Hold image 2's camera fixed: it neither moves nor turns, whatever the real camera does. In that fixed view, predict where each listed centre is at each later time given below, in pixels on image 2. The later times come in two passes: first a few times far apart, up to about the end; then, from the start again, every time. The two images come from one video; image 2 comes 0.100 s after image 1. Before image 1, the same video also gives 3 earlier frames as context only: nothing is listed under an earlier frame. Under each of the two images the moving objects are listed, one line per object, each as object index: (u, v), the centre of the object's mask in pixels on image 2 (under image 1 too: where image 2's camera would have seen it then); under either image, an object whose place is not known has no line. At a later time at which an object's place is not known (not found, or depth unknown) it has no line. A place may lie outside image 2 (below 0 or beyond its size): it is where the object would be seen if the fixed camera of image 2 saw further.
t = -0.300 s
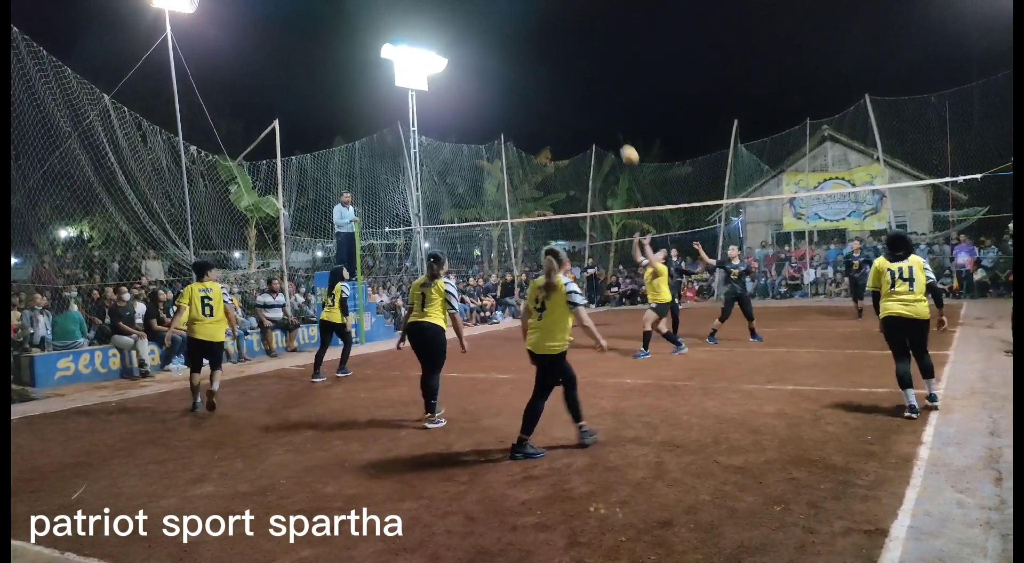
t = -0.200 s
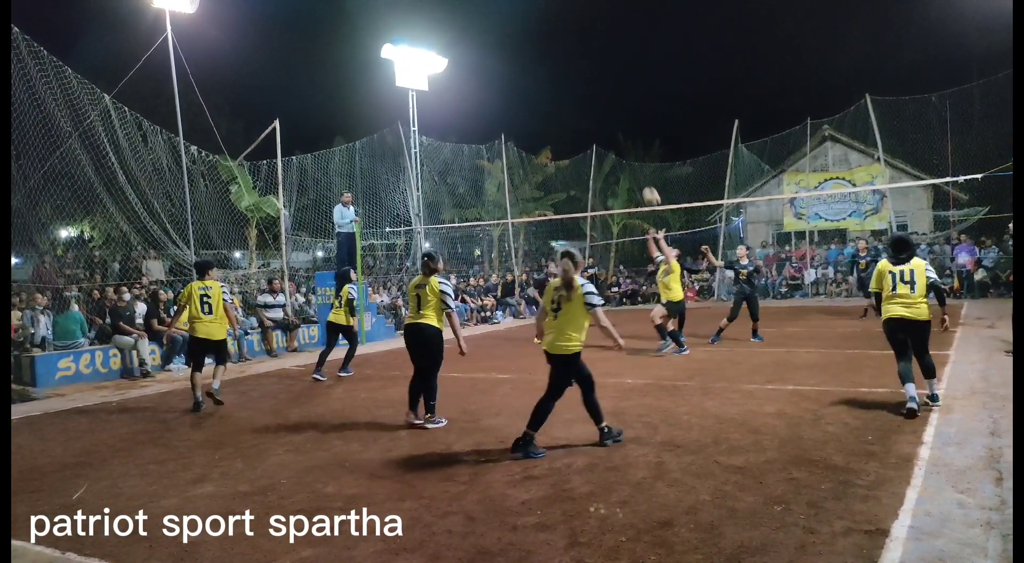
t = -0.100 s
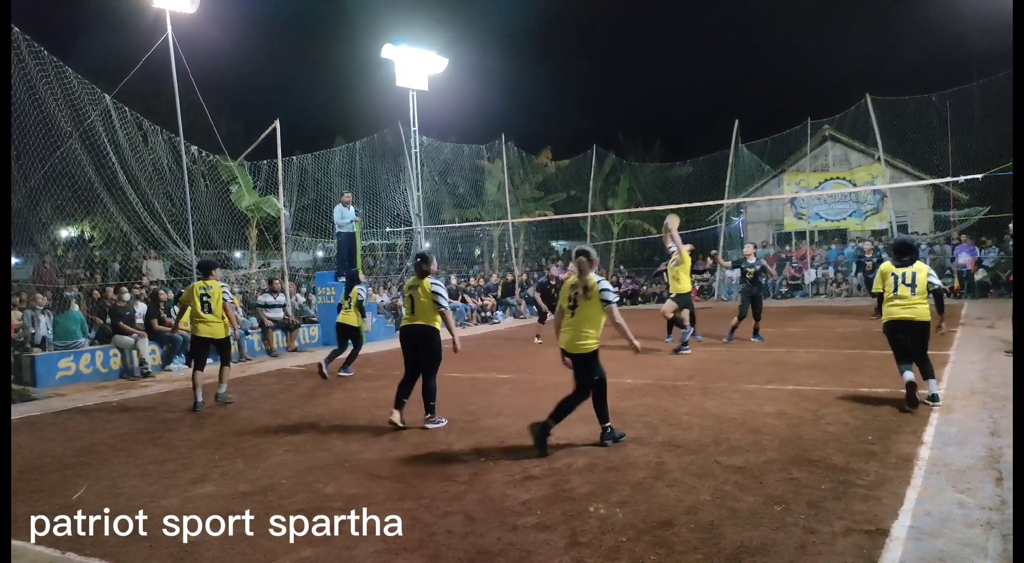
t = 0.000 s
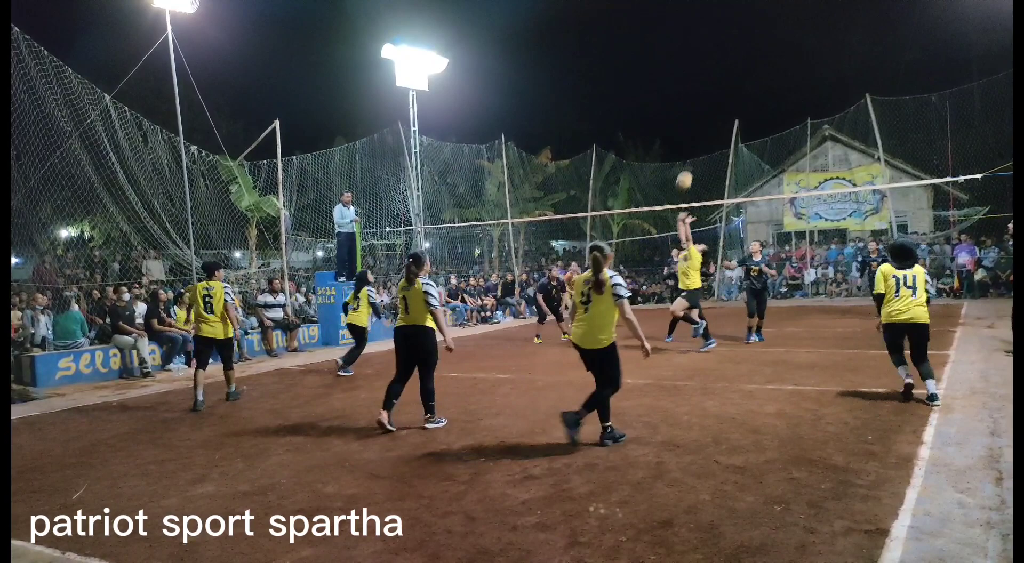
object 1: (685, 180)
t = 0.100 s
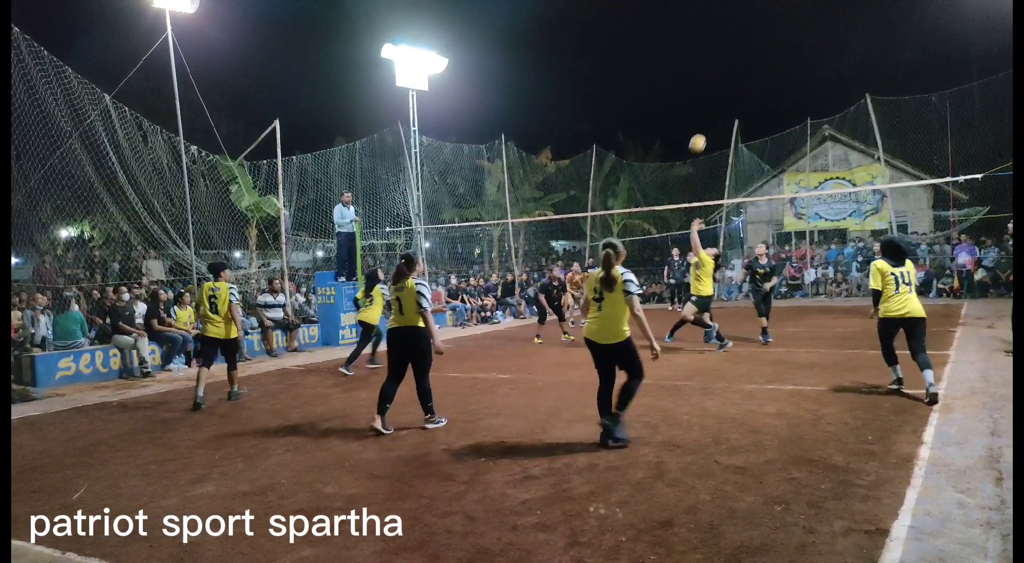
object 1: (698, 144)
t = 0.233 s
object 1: (716, 104)
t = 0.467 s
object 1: (749, 65)
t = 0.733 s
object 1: (791, 67)
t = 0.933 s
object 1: (824, 104)
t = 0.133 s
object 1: (702, 133)
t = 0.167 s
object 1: (707, 123)
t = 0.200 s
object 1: (711, 113)
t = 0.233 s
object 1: (716, 104)
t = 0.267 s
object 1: (720, 96)
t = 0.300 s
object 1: (725, 89)
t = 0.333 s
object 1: (730, 83)
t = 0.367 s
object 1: (735, 77)
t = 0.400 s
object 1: (740, 72)
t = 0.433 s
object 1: (744, 68)
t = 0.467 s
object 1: (749, 65)
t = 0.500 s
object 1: (754, 63)
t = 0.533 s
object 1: (759, 61)
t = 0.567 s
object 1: (765, 60)
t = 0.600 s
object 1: (770, 60)
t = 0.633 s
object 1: (775, 61)
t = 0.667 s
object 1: (780, 62)
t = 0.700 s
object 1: (785, 64)
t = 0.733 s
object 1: (791, 67)
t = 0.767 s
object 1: (796, 71)
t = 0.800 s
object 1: (802, 76)
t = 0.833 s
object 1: (807, 82)
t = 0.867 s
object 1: (813, 88)
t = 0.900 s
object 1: (818, 96)
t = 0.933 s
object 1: (824, 104)
